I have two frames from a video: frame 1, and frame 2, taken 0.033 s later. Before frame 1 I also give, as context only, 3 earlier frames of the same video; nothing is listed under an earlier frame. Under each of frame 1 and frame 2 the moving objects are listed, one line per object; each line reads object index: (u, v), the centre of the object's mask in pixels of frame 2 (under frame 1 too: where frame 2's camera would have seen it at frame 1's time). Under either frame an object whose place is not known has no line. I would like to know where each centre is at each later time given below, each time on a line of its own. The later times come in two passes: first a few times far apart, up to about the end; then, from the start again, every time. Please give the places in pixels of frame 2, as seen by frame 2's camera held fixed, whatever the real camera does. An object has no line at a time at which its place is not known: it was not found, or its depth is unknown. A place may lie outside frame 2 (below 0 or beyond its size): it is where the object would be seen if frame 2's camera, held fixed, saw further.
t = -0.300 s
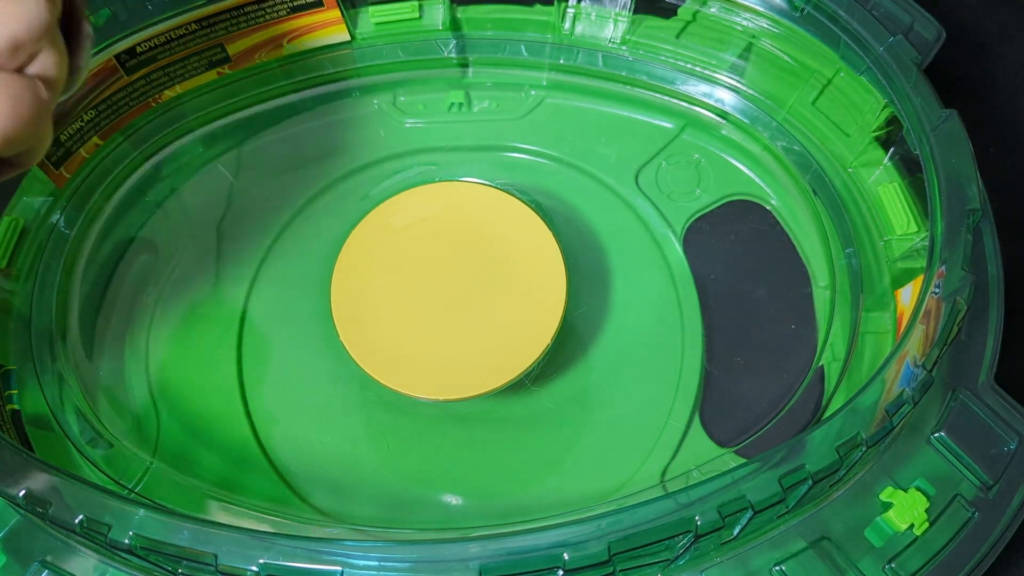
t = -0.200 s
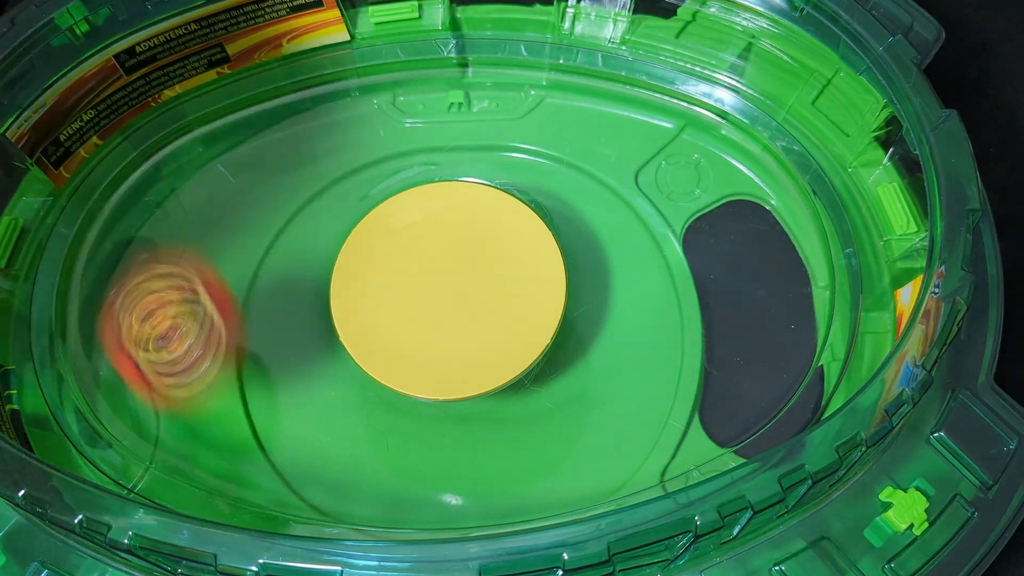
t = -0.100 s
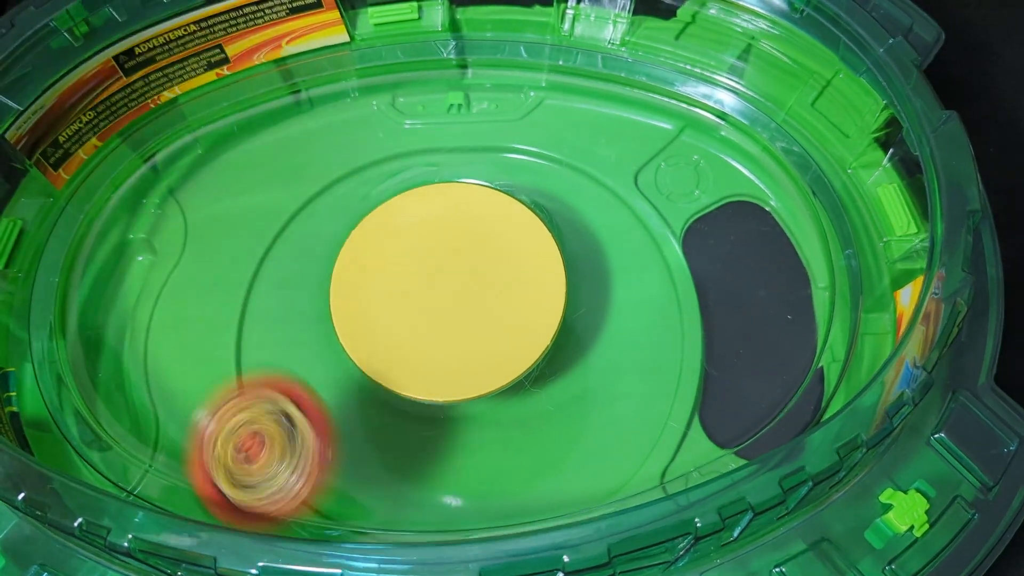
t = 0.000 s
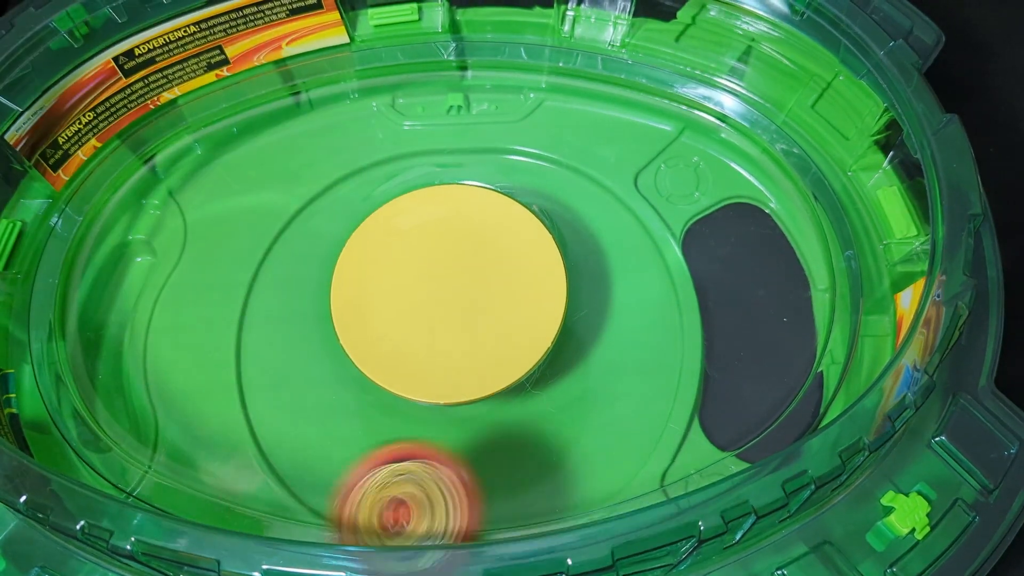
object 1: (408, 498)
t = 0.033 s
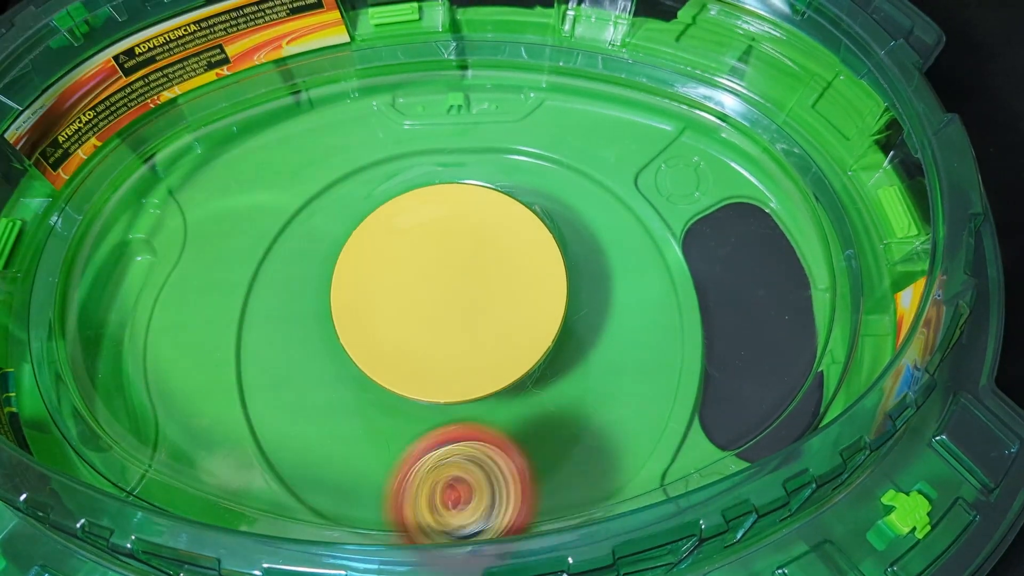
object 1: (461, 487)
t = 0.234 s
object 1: (710, 289)
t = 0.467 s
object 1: (759, 105)
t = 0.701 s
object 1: (526, 167)
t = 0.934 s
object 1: (289, 307)
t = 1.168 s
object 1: (216, 407)
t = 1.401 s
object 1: (295, 382)
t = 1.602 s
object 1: (445, 286)
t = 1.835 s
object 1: (552, 172)
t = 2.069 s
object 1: (438, 179)
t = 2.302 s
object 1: (337, 316)
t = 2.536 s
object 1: (478, 327)
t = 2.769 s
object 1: (534, 221)
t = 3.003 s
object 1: (421, 202)
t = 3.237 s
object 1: (360, 283)
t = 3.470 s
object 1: (425, 286)
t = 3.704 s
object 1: (451, 240)
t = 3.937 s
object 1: (461, 204)
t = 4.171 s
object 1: (459, 220)
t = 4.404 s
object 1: (450, 249)
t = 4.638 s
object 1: (447, 260)
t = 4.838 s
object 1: (454, 254)
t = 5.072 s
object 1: (469, 243)
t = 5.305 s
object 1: (477, 249)
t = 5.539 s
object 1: (458, 274)
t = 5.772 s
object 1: (421, 280)
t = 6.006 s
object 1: (417, 256)
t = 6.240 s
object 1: (446, 236)
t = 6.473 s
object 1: (469, 240)
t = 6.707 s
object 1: (457, 260)
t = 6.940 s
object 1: (431, 257)
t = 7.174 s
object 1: (441, 237)
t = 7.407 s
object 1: (469, 235)
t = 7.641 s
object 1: (475, 256)
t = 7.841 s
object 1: (451, 264)
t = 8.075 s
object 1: (431, 251)
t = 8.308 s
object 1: (449, 246)
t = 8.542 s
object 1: (465, 264)
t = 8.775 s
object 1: (446, 274)
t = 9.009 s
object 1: (428, 252)
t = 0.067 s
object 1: (514, 470)
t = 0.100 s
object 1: (564, 442)
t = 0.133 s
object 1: (606, 404)
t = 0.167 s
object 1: (646, 365)
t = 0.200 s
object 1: (680, 328)
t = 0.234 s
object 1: (710, 289)
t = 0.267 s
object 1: (736, 254)
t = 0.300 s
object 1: (758, 220)
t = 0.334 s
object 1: (781, 186)
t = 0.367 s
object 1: (793, 153)
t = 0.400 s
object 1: (791, 129)
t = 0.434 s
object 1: (779, 114)
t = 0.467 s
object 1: (759, 105)
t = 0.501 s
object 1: (732, 103)
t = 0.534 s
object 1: (697, 112)
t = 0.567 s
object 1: (663, 119)
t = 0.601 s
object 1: (630, 127)
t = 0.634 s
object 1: (596, 139)
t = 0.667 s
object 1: (560, 153)
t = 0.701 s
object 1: (526, 167)
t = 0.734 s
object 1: (490, 188)
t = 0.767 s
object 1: (454, 209)
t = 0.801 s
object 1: (416, 230)
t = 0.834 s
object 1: (378, 251)
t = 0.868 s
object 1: (342, 270)
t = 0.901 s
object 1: (312, 288)
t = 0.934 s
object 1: (289, 307)
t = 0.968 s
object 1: (269, 327)
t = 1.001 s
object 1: (253, 345)
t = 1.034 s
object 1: (239, 362)
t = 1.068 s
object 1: (228, 377)
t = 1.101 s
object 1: (220, 390)
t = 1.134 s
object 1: (217, 400)
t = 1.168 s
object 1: (216, 407)
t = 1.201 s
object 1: (219, 412)
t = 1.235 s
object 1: (224, 414)
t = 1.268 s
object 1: (233, 412)
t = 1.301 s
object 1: (245, 408)
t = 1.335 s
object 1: (259, 401)
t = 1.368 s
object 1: (275, 392)
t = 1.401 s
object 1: (295, 382)
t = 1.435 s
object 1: (315, 369)
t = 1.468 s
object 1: (338, 356)
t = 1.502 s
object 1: (362, 342)
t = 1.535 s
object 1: (388, 325)
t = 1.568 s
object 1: (418, 306)
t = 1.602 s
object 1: (445, 286)
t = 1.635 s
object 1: (472, 266)
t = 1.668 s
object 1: (495, 248)
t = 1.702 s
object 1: (518, 229)
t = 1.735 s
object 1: (536, 211)
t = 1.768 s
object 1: (548, 194)
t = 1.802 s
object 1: (553, 182)
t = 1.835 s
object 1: (552, 172)
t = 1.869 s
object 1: (547, 165)
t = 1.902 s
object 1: (538, 159)
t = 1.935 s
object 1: (525, 156)
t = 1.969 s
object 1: (508, 154)
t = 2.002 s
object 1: (487, 158)
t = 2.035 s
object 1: (463, 166)
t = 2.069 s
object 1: (438, 179)
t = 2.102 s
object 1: (413, 195)
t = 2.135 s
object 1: (388, 213)
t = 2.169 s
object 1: (366, 233)
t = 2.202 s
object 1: (350, 254)
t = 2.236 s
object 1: (338, 276)
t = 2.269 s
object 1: (334, 296)
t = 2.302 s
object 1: (337, 316)
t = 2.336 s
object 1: (346, 333)
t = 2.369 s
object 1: (363, 344)
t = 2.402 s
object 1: (381, 352)
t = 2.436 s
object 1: (405, 354)
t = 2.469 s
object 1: (430, 350)
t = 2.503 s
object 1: (456, 340)
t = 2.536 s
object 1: (478, 327)
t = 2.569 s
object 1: (496, 313)
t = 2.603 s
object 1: (512, 297)
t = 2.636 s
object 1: (524, 282)
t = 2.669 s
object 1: (534, 266)
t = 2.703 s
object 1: (539, 250)
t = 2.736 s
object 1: (539, 235)
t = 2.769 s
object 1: (534, 221)
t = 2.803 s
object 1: (525, 209)
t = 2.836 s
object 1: (512, 199)
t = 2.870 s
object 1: (495, 194)
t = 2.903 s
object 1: (478, 192)
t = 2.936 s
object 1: (459, 193)
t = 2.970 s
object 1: (440, 196)
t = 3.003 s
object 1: (421, 202)
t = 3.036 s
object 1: (402, 211)
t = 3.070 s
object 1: (387, 221)
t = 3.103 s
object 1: (373, 234)
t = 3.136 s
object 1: (363, 247)
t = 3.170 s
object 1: (358, 261)
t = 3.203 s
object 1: (356, 273)
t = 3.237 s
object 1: (360, 283)
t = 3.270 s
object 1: (368, 291)
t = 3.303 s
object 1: (379, 295)
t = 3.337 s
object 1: (390, 297)
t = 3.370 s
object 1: (403, 297)
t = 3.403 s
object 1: (411, 294)
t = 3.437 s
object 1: (419, 291)
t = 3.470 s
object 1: (425, 286)
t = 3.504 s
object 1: (431, 281)
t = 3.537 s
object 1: (435, 274)
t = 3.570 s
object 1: (439, 269)
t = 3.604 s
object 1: (442, 261)
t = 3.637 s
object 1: (446, 254)
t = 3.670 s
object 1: (449, 247)
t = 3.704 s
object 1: (451, 240)
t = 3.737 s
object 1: (453, 234)
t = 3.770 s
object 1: (455, 227)
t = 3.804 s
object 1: (457, 221)
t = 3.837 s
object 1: (459, 216)
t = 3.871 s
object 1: (459, 211)
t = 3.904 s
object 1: (460, 207)
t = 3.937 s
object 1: (461, 204)
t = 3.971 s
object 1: (462, 203)
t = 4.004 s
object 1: (462, 203)
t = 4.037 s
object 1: (462, 205)
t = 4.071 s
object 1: (462, 208)
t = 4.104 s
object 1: (461, 211)
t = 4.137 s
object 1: (460, 216)
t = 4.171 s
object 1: (459, 220)
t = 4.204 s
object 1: (458, 225)
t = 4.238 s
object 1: (456, 229)
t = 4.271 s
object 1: (455, 234)
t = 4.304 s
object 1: (453, 238)
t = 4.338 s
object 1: (452, 242)
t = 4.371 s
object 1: (451, 245)
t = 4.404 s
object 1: (450, 249)
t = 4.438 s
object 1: (448, 253)
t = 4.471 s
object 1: (448, 255)
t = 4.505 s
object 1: (447, 257)
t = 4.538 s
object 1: (447, 258)
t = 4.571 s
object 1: (447, 259)
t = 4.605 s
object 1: (447, 260)
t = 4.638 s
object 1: (447, 260)
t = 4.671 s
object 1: (448, 260)
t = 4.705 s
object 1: (448, 259)
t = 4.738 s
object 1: (449, 259)
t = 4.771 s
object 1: (451, 257)
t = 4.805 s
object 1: (453, 256)
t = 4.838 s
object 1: (454, 254)
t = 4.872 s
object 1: (456, 253)
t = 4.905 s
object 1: (458, 251)
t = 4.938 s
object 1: (460, 249)
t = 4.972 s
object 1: (462, 248)
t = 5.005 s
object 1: (464, 247)
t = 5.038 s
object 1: (466, 244)
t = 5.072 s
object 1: (469, 243)
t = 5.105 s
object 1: (470, 243)
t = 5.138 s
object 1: (472, 243)
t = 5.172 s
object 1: (474, 243)
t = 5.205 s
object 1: (475, 244)
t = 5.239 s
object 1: (476, 245)
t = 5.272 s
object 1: (476, 247)
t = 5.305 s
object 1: (477, 249)
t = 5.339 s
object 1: (476, 254)
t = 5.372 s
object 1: (475, 257)
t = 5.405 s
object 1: (473, 260)
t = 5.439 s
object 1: (471, 264)
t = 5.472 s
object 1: (467, 268)
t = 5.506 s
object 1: (462, 271)
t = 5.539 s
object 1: (458, 274)
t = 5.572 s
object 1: (452, 277)
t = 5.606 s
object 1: (447, 279)
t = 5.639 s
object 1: (442, 281)
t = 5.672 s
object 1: (436, 282)
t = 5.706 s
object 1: (431, 282)
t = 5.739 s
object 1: (426, 281)
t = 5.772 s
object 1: (421, 280)
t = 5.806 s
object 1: (417, 278)
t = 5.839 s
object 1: (415, 275)
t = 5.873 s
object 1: (415, 272)
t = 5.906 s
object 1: (414, 268)
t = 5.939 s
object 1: (414, 264)
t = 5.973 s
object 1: (415, 260)
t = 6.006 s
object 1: (417, 256)
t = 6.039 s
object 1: (419, 253)
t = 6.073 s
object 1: (422, 250)
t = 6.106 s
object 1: (427, 246)
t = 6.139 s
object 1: (431, 243)
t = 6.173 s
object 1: (436, 241)
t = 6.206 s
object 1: (441, 238)
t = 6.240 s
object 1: (446, 236)
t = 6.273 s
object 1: (451, 235)
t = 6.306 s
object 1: (454, 235)
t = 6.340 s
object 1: (459, 235)
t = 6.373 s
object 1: (462, 235)
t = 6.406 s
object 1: (465, 236)
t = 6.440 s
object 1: (467, 238)
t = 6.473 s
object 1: (469, 240)
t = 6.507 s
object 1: (470, 243)
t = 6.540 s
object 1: (470, 246)
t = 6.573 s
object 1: (469, 250)
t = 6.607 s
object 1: (467, 253)
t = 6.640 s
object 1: (464, 255)
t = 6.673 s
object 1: (461, 258)
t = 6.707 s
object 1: (457, 260)
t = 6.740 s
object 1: (453, 262)
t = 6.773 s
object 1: (449, 263)
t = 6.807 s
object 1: (445, 263)
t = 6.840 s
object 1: (441, 263)
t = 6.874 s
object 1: (436, 262)
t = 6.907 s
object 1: (433, 260)
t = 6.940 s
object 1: (431, 257)
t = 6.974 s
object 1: (430, 254)
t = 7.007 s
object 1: (431, 251)
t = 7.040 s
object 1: (431, 248)
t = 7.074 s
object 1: (432, 245)
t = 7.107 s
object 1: (434, 243)
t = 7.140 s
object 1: (437, 240)
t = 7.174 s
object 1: (441, 237)
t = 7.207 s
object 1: (445, 235)
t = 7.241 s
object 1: (448, 233)
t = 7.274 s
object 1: (452, 233)
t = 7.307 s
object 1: (457, 232)
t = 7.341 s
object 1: (461, 233)
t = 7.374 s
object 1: (465, 233)
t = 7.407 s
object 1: (469, 235)
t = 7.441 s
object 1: (472, 237)
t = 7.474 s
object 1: (474, 240)
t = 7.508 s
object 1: (476, 243)
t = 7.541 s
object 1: (477, 246)
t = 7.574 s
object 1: (477, 249)
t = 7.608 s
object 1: (477, 252)
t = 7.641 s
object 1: (475, 256)
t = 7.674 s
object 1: (472, 259)
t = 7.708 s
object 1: (469, 261)
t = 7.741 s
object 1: (465, 263)
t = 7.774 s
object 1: (460, 264)
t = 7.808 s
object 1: (456, 265)
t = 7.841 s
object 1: (451, 264)
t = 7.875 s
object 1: (446, 264)
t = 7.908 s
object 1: (442, 263)
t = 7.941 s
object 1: (438, 260)
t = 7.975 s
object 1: (435, 258)
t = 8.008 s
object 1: (433, 255)
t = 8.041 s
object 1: (431, 253)
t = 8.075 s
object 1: (431, 251)
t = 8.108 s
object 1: (431, 248)
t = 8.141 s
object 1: (432, 246)
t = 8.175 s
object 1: (435, 244)
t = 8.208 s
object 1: (438, 243)
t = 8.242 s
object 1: (442, 243)
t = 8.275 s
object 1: (446, 243)
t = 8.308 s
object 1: (449, 246)
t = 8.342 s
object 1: (454, 248)
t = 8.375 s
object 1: (458, 250)
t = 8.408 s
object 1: (460, 252)
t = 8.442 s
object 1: (461, 254)
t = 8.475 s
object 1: (463, 257)
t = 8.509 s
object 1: (465, 261)
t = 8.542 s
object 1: (465, 264)
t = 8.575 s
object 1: (464, 266)
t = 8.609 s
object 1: (463, 269)
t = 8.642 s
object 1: (461, 272)
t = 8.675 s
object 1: (458, 273)
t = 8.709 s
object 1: (454, 275)
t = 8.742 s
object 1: (450, 275)
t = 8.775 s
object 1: (446, 274)
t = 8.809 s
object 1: (442, 273)
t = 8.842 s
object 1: (438, 271)
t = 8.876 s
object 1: (434, 268)
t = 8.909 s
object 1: (432, 264)
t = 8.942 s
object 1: (430, 260)
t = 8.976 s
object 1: (429, 256)
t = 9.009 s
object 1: (428, 252)
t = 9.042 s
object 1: (429, 247)
